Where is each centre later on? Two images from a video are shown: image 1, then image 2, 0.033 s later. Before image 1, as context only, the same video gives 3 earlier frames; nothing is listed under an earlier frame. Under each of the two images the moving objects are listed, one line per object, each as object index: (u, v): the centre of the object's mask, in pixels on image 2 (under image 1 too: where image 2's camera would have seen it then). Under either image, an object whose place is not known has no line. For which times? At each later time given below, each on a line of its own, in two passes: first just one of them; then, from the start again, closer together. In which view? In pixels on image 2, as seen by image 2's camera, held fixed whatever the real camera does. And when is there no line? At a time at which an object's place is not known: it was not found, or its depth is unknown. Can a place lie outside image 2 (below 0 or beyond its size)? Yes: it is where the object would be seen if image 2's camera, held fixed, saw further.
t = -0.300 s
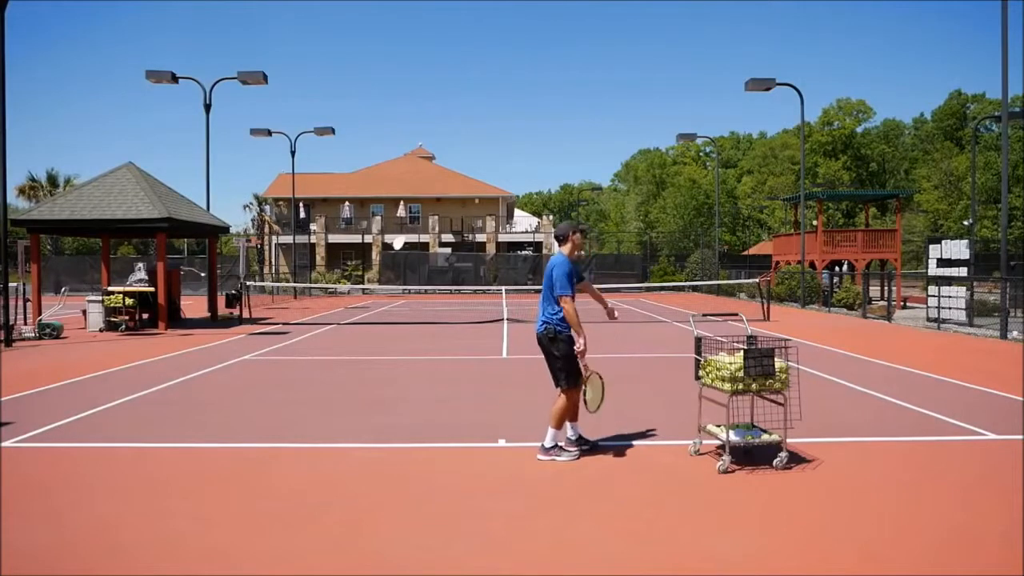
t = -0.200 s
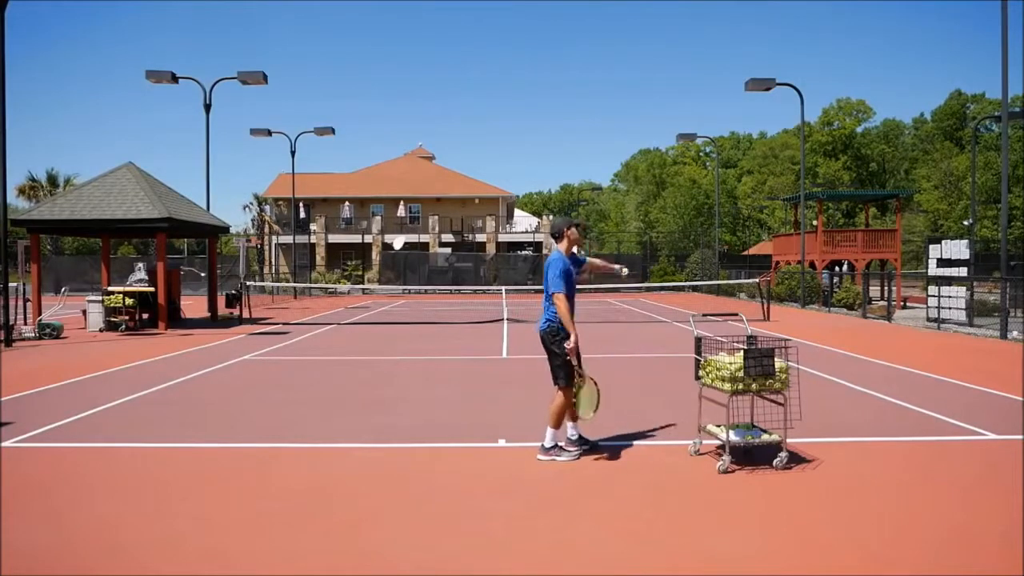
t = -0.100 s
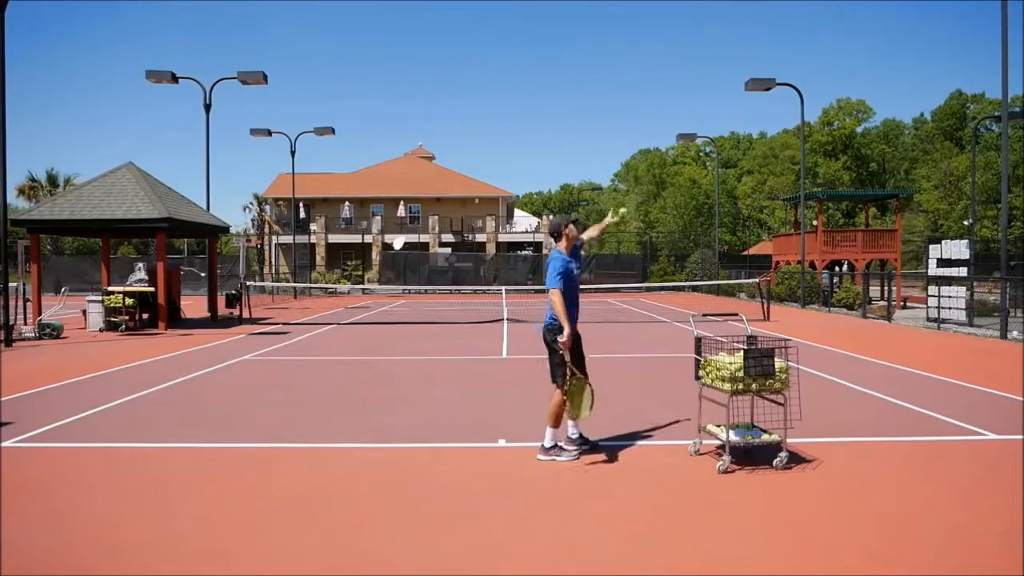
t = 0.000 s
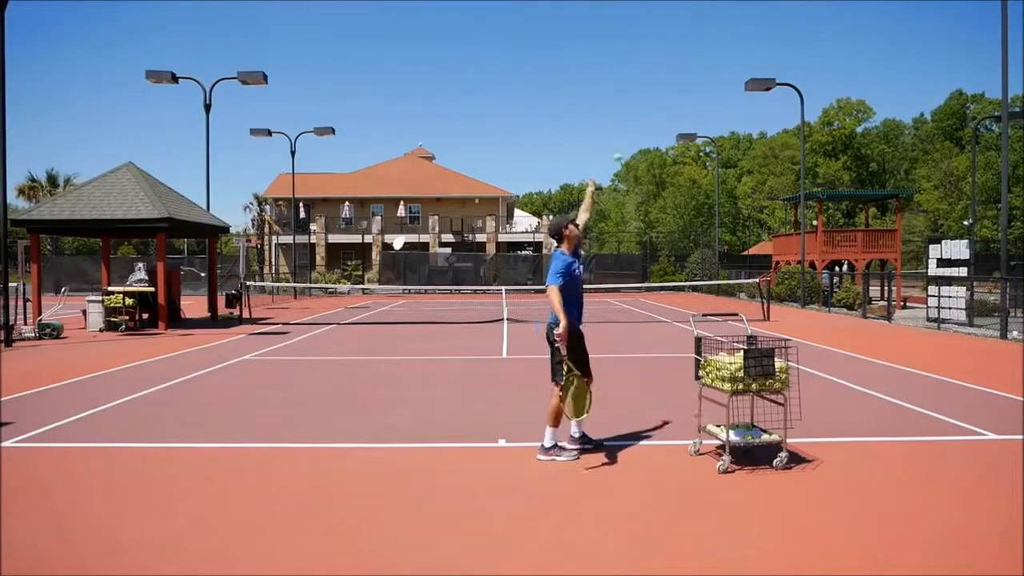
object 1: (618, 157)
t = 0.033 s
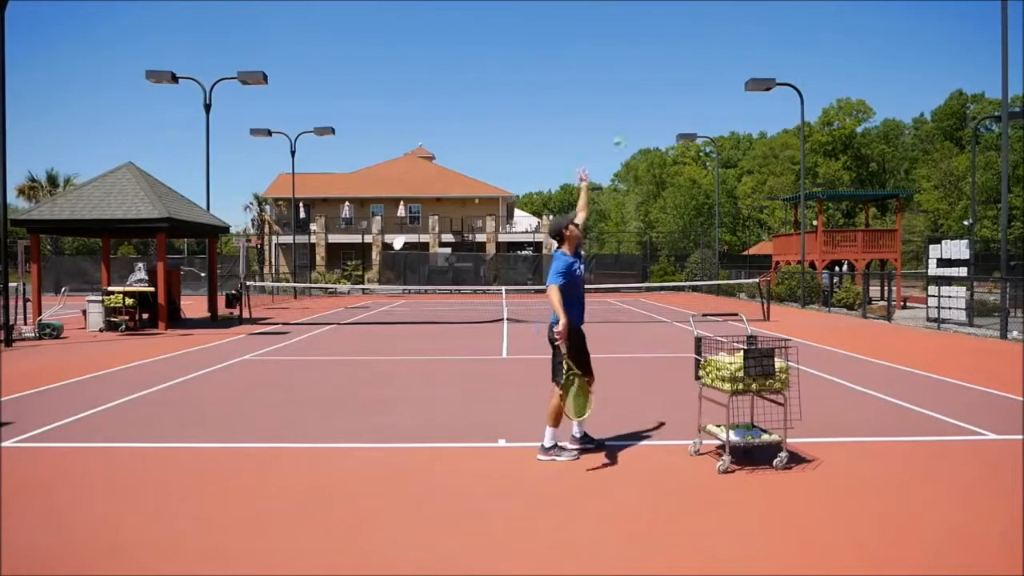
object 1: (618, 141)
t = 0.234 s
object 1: (607, 76)
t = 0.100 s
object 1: (613, 114)
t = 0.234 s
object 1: (607, 76)
